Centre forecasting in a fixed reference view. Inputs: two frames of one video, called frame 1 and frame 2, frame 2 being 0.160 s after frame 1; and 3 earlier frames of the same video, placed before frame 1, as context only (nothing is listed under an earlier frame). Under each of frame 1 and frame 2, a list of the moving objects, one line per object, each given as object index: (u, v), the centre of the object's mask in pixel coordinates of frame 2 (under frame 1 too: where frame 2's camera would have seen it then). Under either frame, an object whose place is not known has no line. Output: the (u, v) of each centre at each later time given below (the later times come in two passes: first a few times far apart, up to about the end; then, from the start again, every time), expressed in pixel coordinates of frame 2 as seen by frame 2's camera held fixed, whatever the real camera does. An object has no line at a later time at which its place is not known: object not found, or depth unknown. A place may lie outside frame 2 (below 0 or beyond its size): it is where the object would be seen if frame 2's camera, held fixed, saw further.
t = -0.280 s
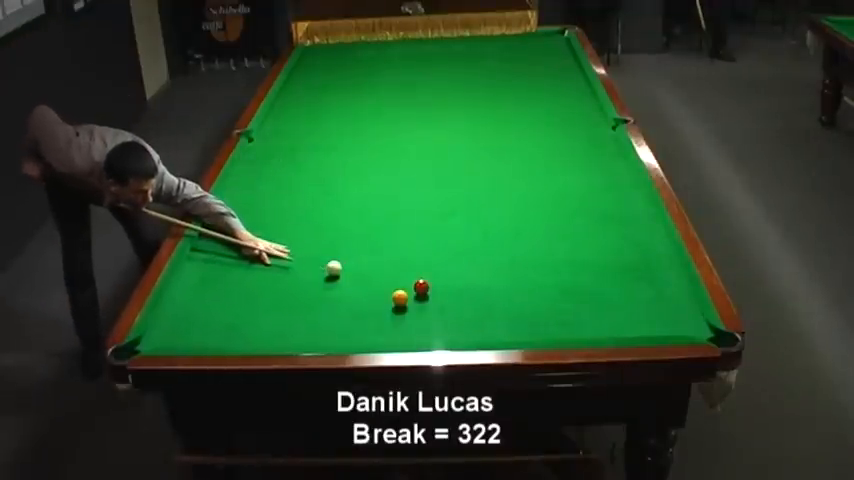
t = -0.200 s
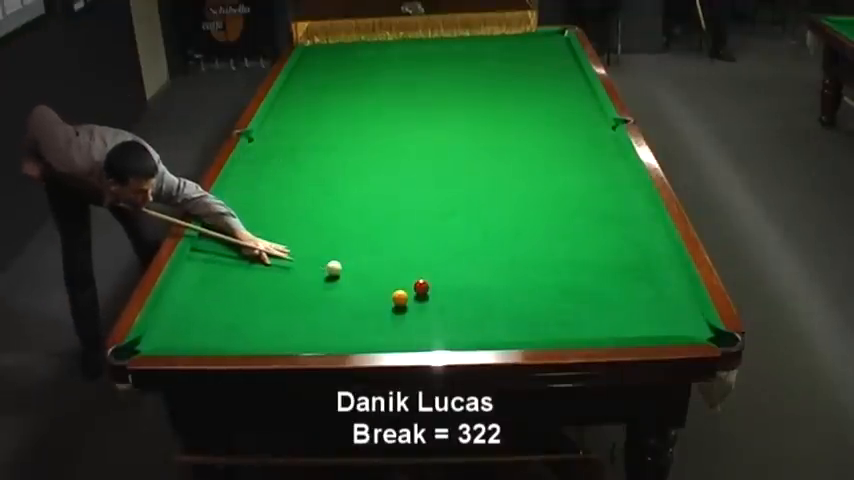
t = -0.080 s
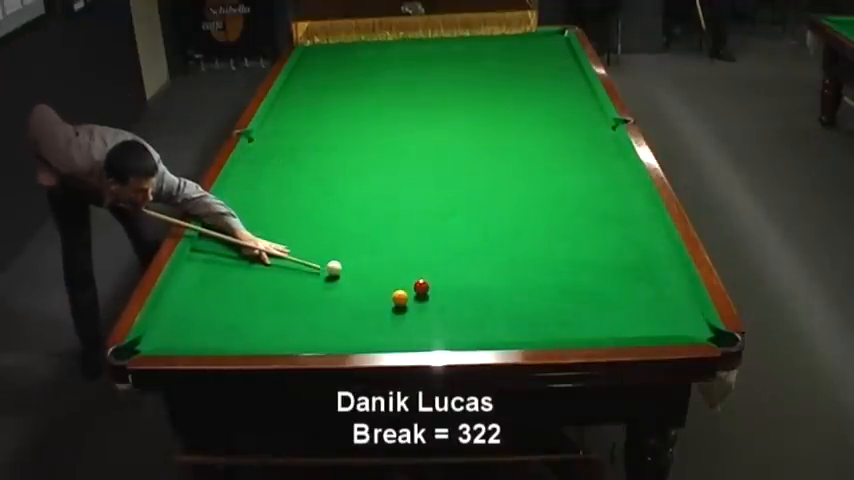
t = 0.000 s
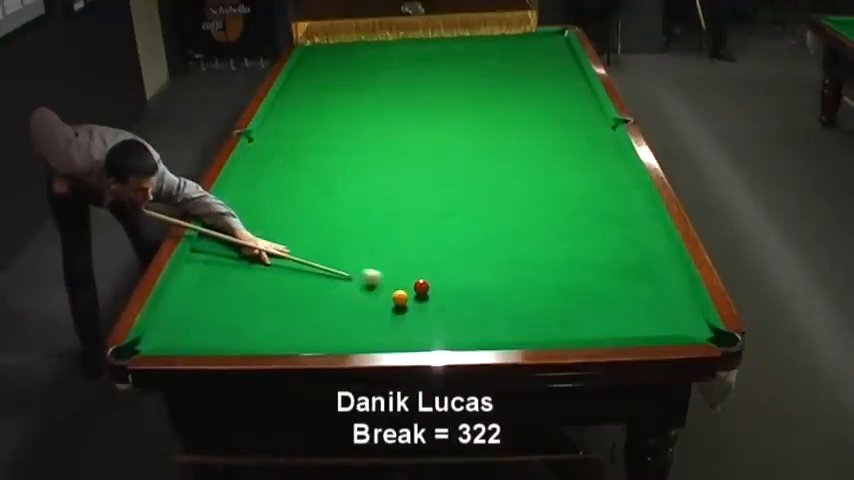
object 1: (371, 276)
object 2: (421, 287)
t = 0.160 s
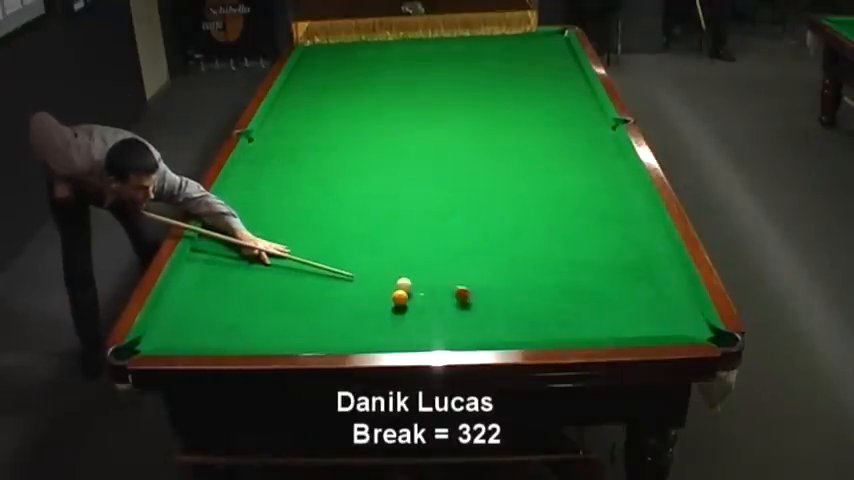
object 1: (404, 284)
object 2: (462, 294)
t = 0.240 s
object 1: (400, 284)
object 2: (496, 300)
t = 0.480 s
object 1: (388, 286)
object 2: (591, 314)
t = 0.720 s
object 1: (378, 287)
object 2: (690, 329)
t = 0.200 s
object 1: (402, 284)
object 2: (480, 297)
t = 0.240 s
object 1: (400, 284)
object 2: (496, 300)
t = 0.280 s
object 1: (397, 284)
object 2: (512, 302)
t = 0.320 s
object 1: (395, 285)
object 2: (528, 304)
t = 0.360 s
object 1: (393, 284)
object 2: (543, 307)
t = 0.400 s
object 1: (391, 285)
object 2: (560, 309)
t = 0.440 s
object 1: (389, 286)
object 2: (576, 312)
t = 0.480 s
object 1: (388, 286)
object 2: (591, 314)
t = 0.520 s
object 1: (386, 286)
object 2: (608, 317)
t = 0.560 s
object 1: (385, 287)
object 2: (624, 320)
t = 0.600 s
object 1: (383, 287)
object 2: (641, 323)
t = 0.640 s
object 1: (382, 287)
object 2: (657, 325)
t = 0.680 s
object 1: (380, 287)
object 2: (673, 327)
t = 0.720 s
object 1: (378, 287)
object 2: (690, 329)
